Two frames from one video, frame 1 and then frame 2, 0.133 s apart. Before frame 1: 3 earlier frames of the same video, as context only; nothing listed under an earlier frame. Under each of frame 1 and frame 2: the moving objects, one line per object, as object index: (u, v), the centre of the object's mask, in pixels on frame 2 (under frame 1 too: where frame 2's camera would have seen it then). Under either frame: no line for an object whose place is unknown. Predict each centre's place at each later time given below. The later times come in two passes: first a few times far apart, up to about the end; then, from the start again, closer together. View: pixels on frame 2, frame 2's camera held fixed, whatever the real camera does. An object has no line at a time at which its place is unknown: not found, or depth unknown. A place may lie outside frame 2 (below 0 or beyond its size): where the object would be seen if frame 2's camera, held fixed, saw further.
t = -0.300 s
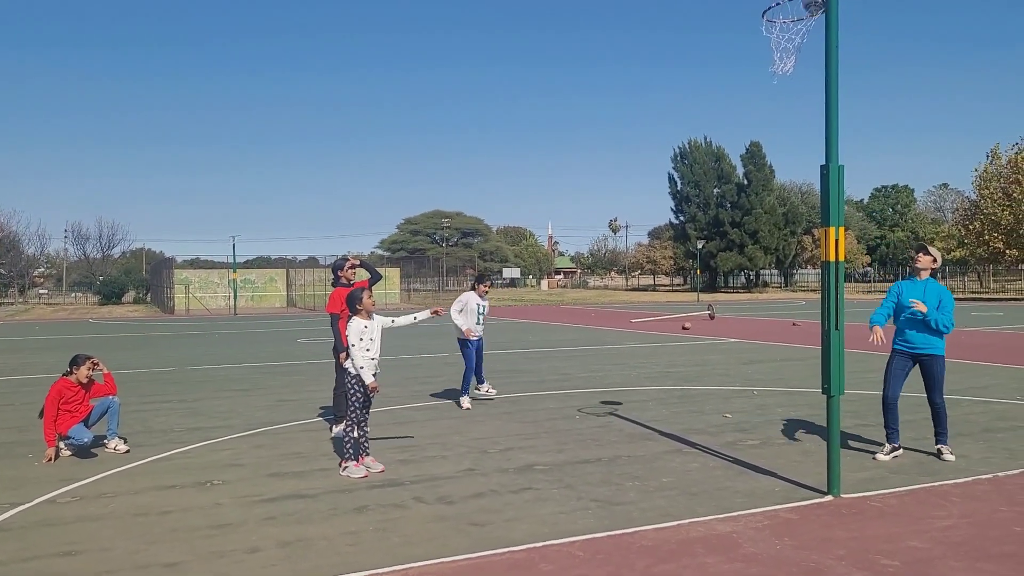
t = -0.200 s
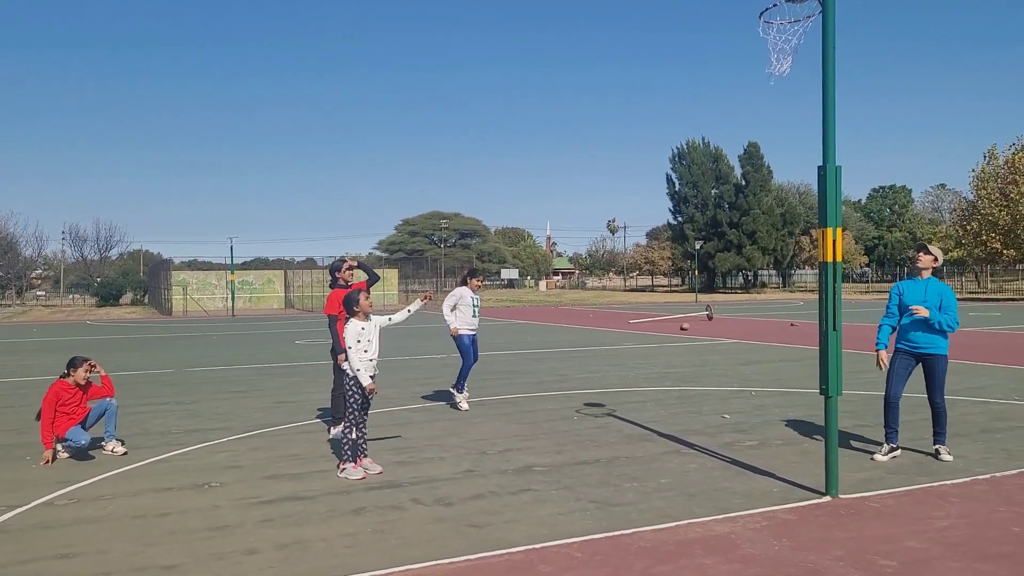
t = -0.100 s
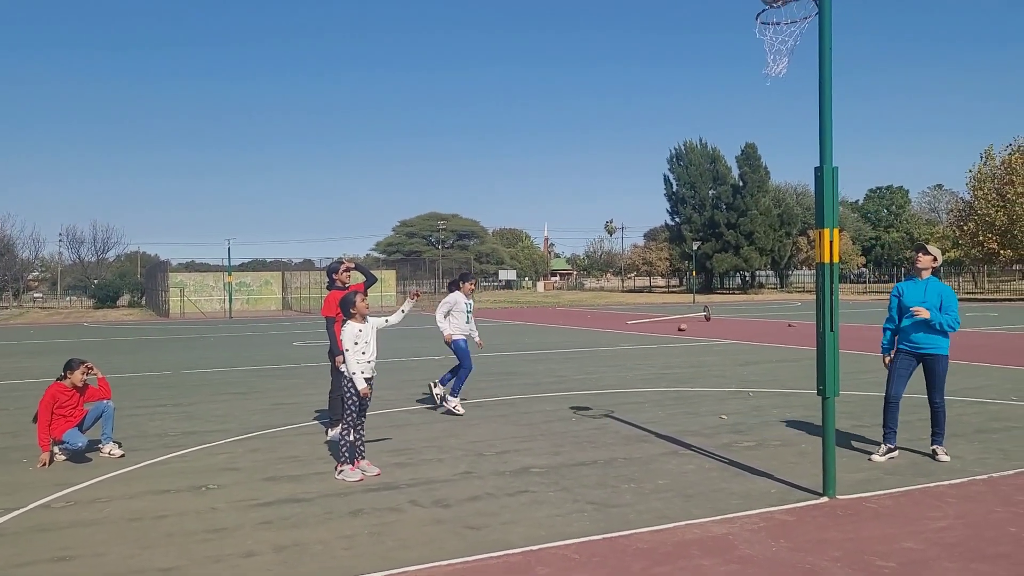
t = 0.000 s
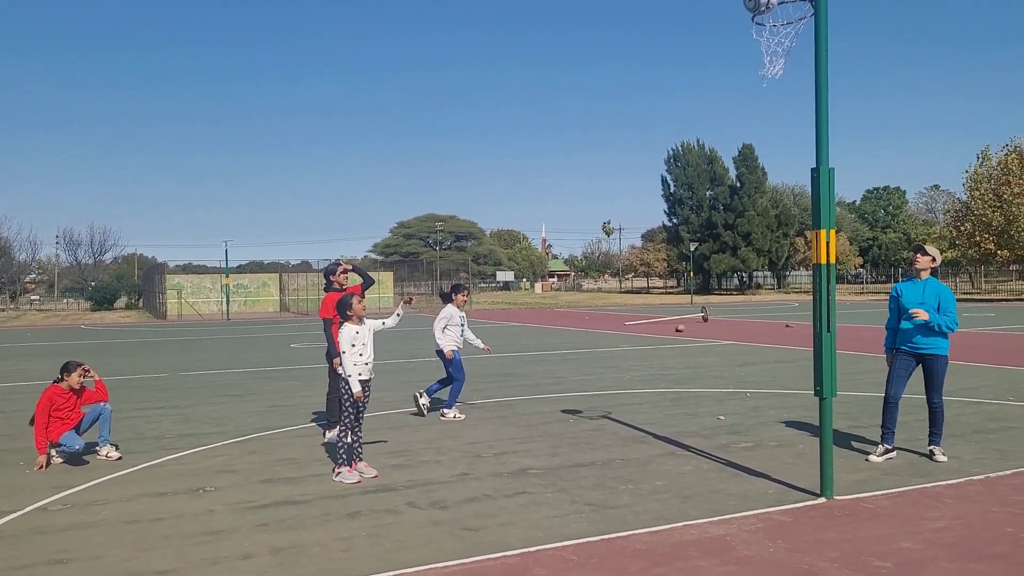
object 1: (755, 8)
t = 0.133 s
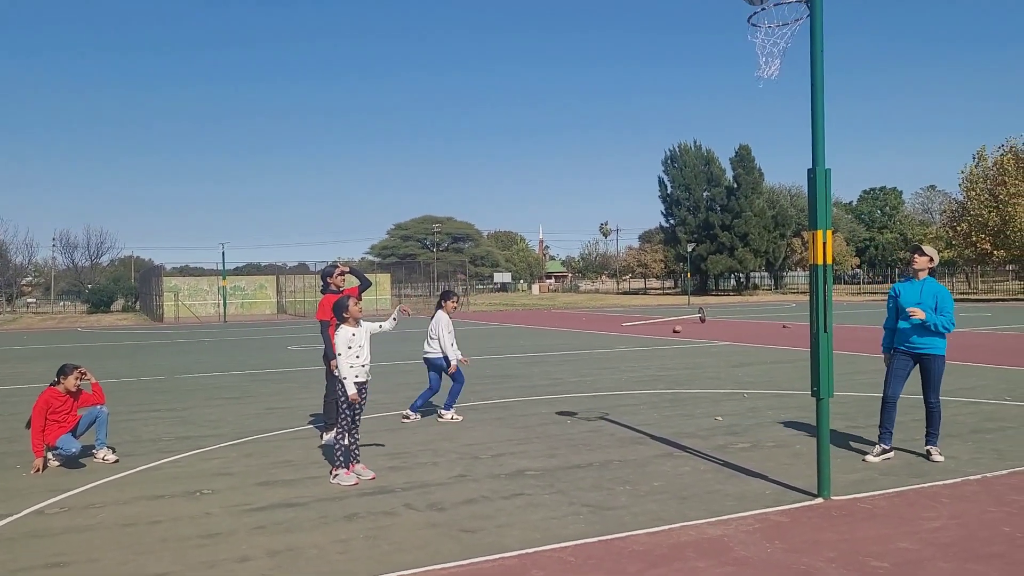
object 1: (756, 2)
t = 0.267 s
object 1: (753, 2)
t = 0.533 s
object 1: (739, 27)
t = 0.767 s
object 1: (723, 156)
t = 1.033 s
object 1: (704, 409)
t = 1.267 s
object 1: (687, 351)
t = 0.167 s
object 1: (756, 3)
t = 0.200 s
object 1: (756, 4)
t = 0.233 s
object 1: (755, 3)
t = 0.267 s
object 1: (753, 2)
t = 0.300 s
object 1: (751, 1)
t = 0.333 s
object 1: (750, 1)
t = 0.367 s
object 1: (748, 2)
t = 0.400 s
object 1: (746, 4)
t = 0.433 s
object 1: (745, 6)
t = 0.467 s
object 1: (743, 10)
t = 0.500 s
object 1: (742, 16)
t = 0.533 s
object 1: (739, 27)
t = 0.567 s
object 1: (737, 40)
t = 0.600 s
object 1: (735, 55)
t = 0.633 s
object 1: (732, 72)
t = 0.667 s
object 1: (730, 90)
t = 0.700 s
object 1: (728, 111)
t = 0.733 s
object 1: (725, 133)
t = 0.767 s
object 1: (723, 156)
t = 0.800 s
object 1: (721, 182)
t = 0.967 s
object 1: (709, 335)
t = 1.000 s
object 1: (707, 370)
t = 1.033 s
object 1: (704, 409)
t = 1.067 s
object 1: (701, 448)
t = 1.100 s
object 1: (699, 490)
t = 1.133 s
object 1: (697, 463)
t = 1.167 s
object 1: (694, 433)
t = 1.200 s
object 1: (692, 404)
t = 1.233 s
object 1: (689, 376)
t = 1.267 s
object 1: (687, 351)
